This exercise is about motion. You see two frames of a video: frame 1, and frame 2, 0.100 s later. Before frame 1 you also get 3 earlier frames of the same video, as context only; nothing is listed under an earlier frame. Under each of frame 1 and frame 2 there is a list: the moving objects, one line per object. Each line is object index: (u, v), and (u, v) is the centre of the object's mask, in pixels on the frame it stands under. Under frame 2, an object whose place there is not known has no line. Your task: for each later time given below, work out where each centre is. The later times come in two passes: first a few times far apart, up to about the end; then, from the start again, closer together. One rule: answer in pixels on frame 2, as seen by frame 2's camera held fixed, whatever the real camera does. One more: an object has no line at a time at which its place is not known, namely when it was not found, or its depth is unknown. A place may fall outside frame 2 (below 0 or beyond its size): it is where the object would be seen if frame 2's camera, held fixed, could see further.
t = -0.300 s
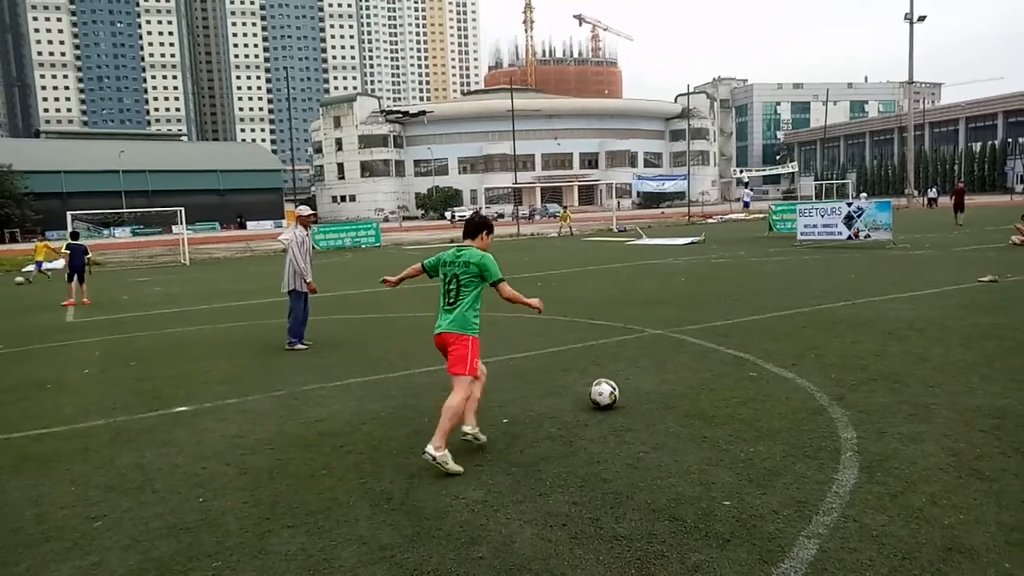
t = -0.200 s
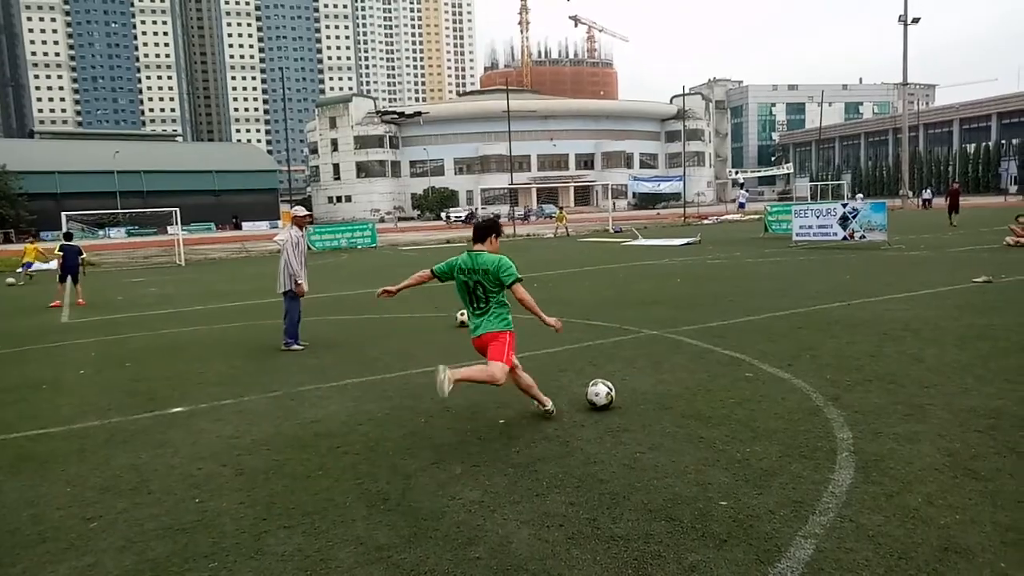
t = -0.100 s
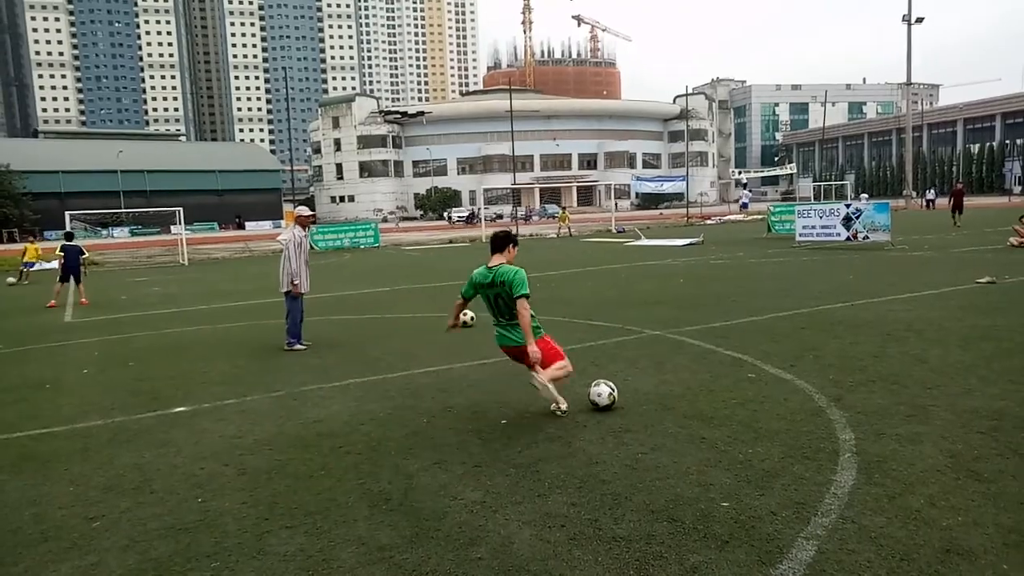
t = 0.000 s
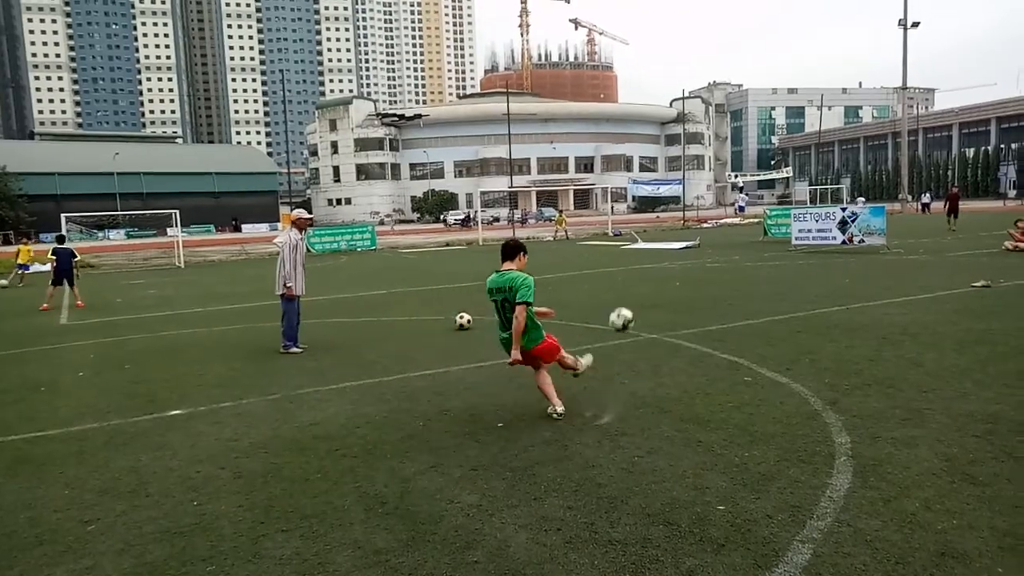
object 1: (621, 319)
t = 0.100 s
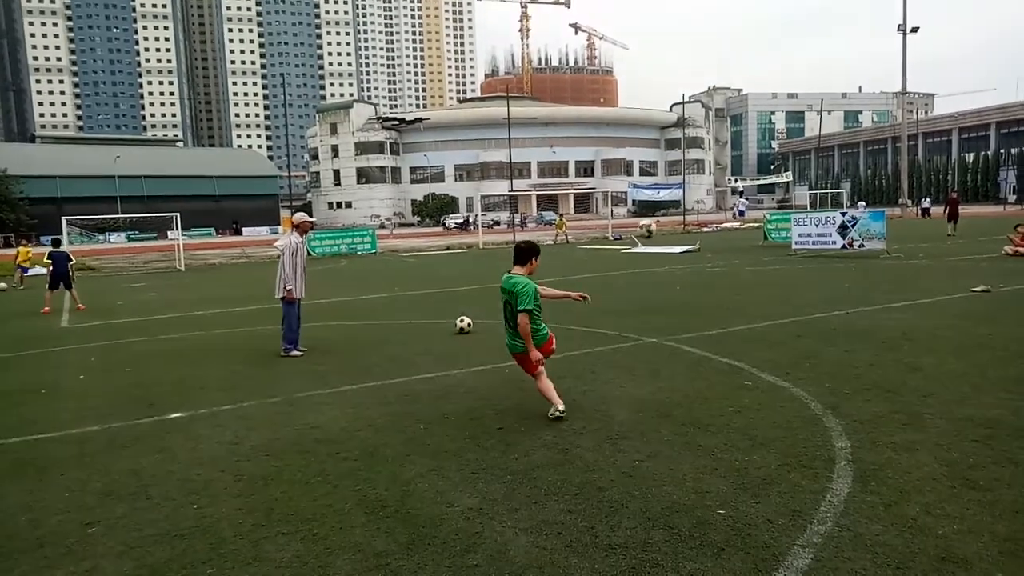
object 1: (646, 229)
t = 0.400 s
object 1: (673, 108)
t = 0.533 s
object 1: (676, 87)
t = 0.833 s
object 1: (675, 72)
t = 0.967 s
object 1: (673, 74)
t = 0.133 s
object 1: (652, 206)
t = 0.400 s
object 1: (673, 108)
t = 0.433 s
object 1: (673, 102)
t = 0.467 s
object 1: (675, 96)
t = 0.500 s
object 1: (675, 92)
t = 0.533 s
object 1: (676, 87)
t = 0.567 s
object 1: (676, 83)
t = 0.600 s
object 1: (676, 81)
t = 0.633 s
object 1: (676, 78)
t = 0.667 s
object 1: (676, 76)
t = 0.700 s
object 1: (676, 74)
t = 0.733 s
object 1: (676, 73)
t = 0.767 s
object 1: (676, 72)
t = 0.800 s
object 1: (675, 72)
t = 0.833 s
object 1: (675, 72)
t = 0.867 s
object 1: (675, 72)
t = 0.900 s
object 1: (674, 72)
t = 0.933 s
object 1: (674, 73)
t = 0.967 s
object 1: (673, 74)
